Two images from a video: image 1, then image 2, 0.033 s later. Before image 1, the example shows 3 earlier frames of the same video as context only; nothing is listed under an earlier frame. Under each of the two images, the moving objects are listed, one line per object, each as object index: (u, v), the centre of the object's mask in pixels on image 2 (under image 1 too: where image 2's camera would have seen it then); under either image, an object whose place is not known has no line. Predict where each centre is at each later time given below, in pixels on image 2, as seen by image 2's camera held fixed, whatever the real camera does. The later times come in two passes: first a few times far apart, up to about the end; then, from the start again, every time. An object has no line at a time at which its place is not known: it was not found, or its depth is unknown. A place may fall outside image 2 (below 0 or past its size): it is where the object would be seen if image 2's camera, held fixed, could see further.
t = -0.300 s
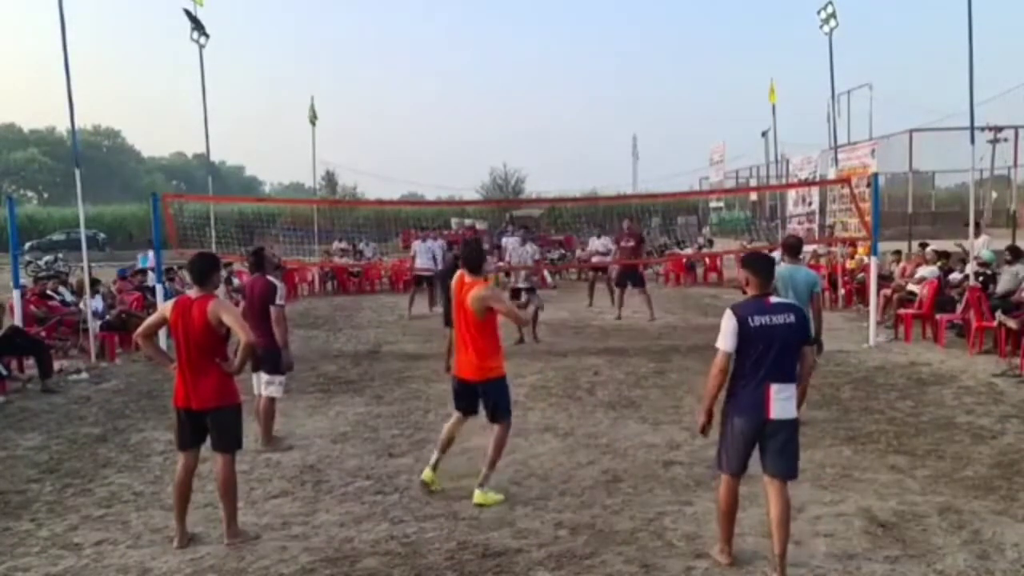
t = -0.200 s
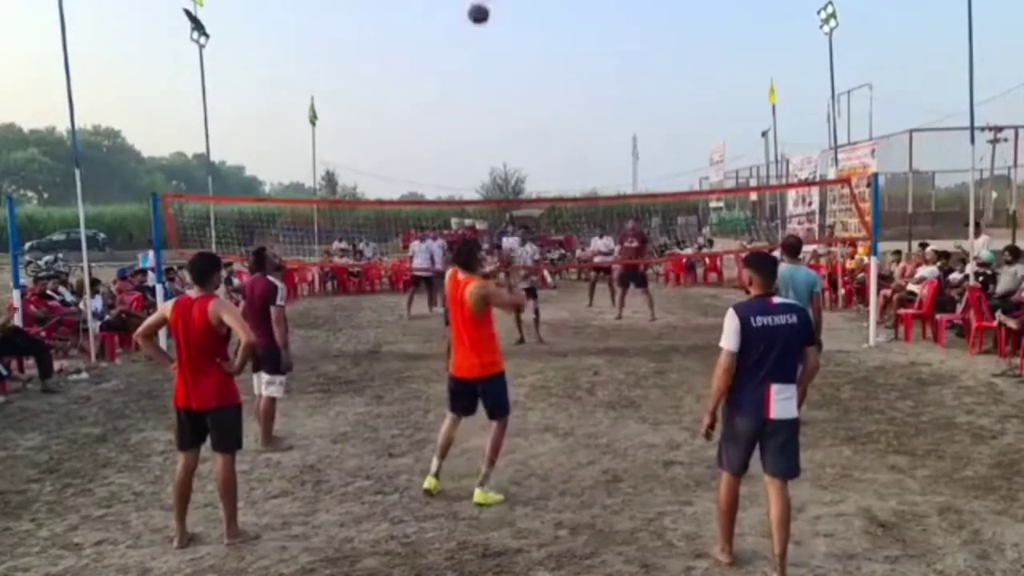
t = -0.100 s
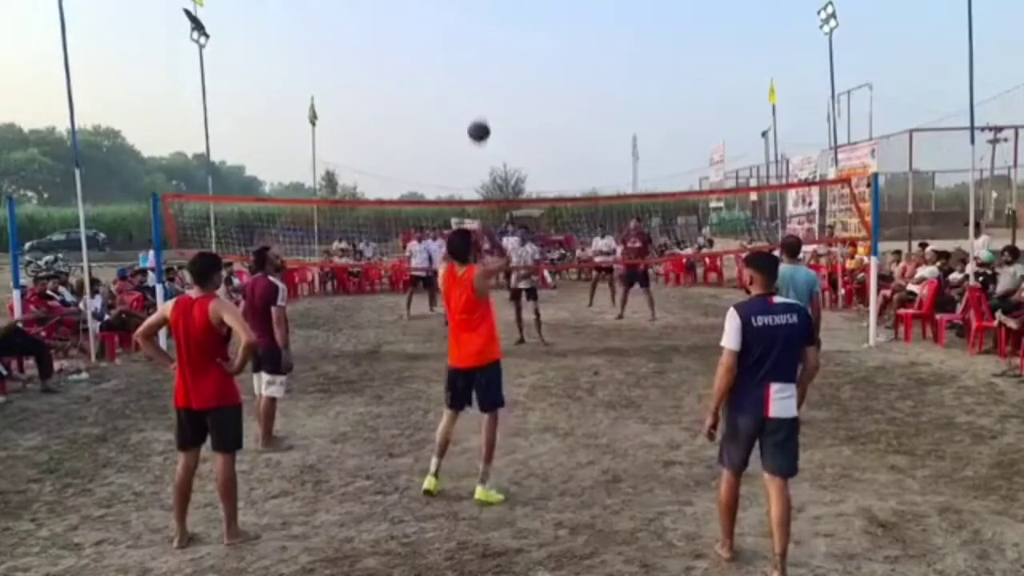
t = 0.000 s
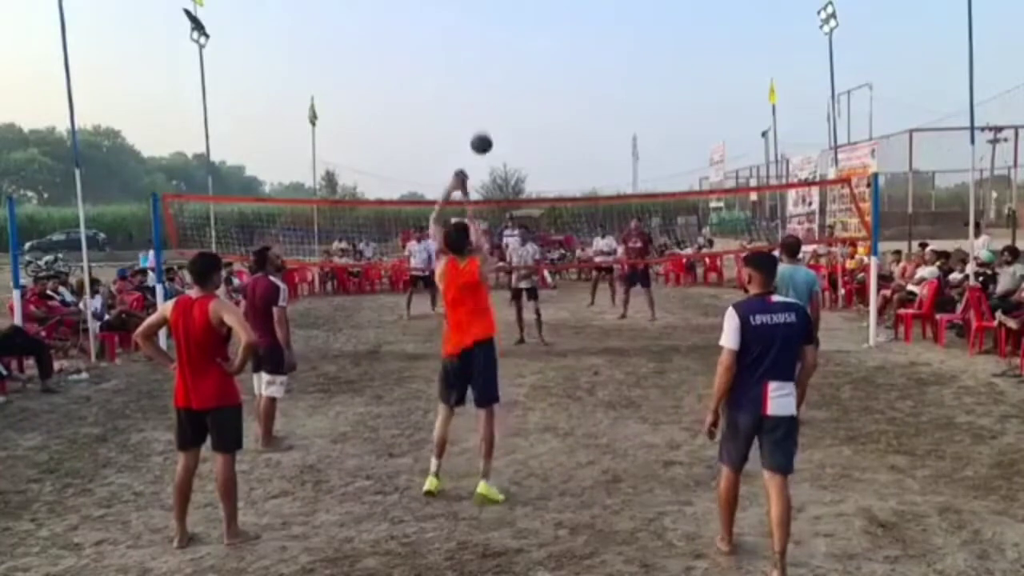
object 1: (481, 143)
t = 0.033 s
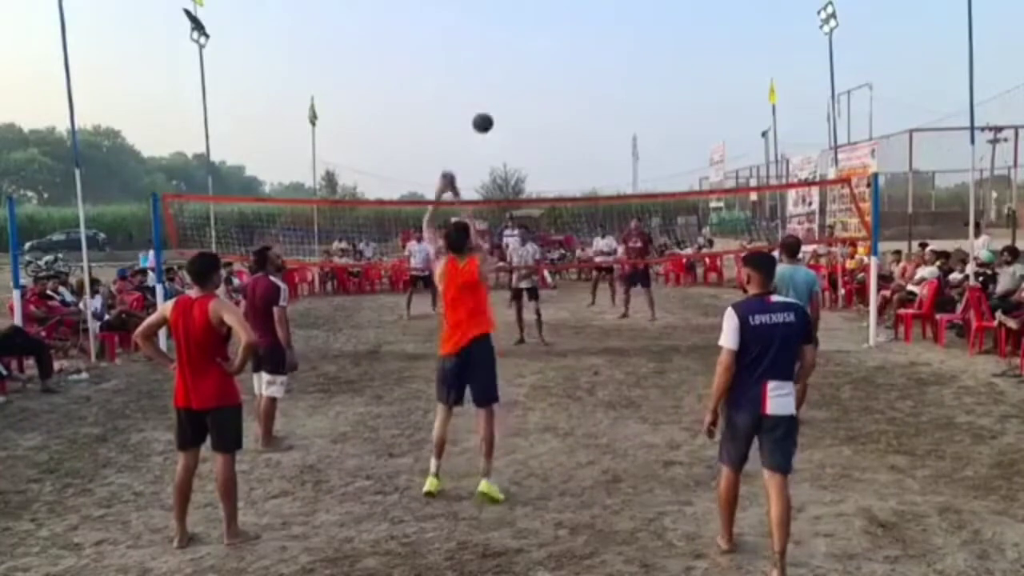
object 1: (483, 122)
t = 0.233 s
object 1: (489, 48)
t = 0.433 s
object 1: (495, 36)
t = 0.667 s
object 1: (501, 64)
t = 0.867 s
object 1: (505, 108)
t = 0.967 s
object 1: (507, 135)
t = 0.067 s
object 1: (484, 104)
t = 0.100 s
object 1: (485, 88)
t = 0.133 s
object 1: (486, 75)
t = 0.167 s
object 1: (487, 64)
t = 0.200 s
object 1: (488, 55)
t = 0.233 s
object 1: (489, 48)
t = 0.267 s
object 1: (490, 43)
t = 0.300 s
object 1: (491, 39)
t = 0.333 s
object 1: (492, 37)
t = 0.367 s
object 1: (493, 35)
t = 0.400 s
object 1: (494, 35)
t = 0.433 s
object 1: (495, 36)
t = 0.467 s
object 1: (496, 38)
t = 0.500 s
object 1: (496, 41)
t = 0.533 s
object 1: (497, 44)
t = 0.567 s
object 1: (498, 48)
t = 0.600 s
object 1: (499, 53)
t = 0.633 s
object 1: (500, 58)
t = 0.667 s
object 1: (501, 64)
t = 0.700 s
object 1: (501, 70)
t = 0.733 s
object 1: (502, 77)
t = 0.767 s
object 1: (503, 84)
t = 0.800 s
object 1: (504, 92)
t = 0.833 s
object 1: (505, 100)
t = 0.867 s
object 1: (505, 108)
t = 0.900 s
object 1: (506, 117)
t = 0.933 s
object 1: (507, 126)
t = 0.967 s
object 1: (507, 135)
